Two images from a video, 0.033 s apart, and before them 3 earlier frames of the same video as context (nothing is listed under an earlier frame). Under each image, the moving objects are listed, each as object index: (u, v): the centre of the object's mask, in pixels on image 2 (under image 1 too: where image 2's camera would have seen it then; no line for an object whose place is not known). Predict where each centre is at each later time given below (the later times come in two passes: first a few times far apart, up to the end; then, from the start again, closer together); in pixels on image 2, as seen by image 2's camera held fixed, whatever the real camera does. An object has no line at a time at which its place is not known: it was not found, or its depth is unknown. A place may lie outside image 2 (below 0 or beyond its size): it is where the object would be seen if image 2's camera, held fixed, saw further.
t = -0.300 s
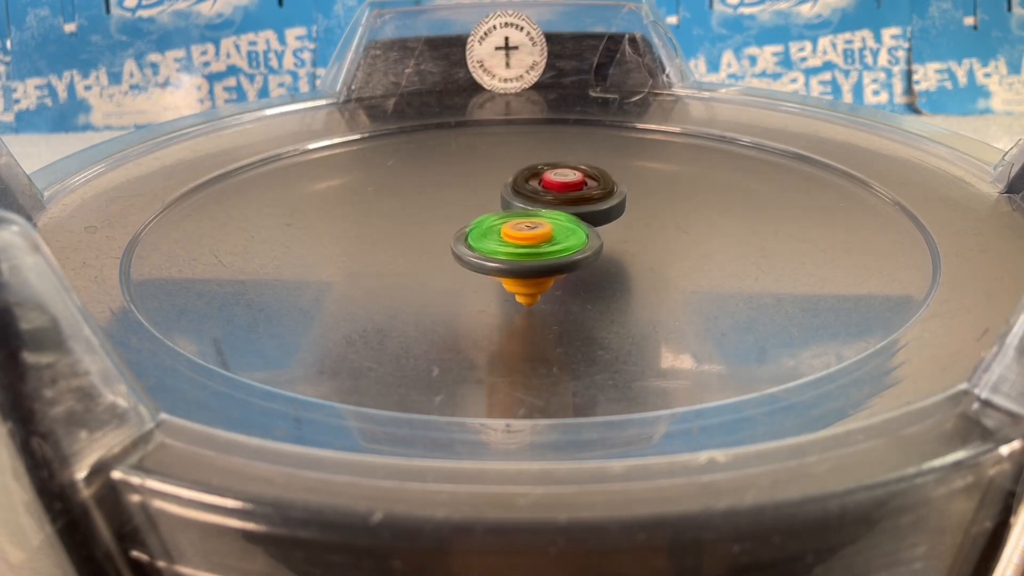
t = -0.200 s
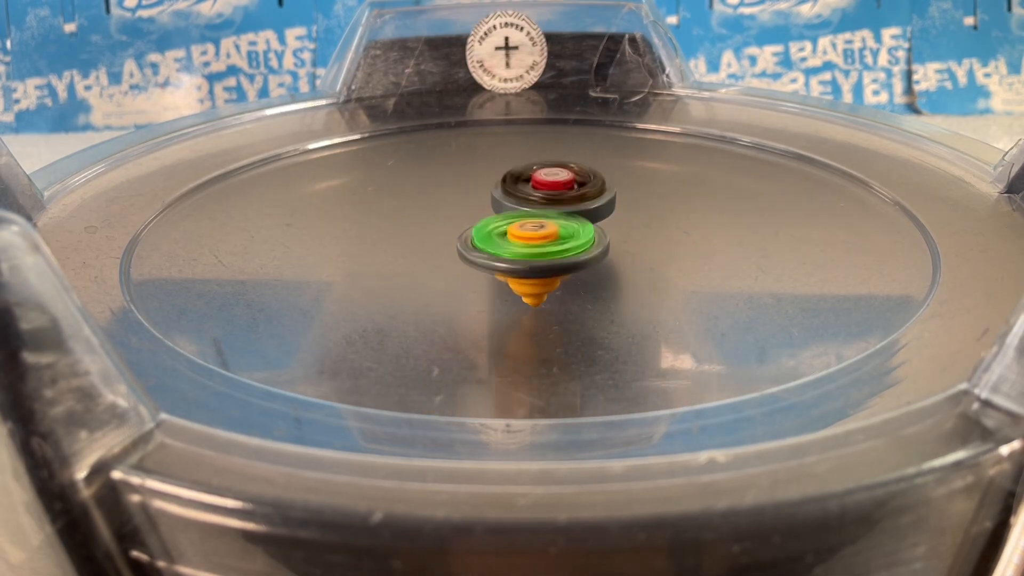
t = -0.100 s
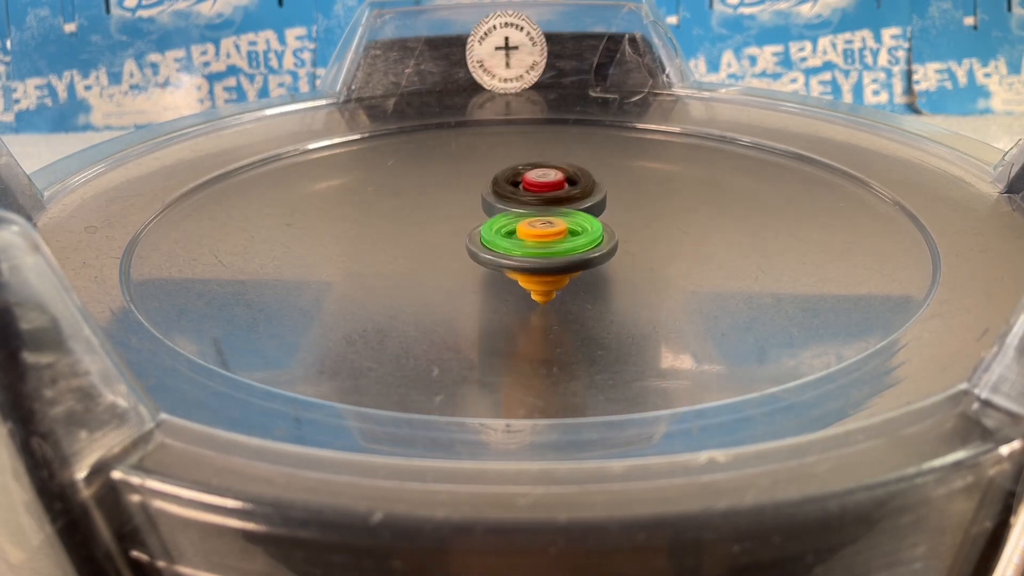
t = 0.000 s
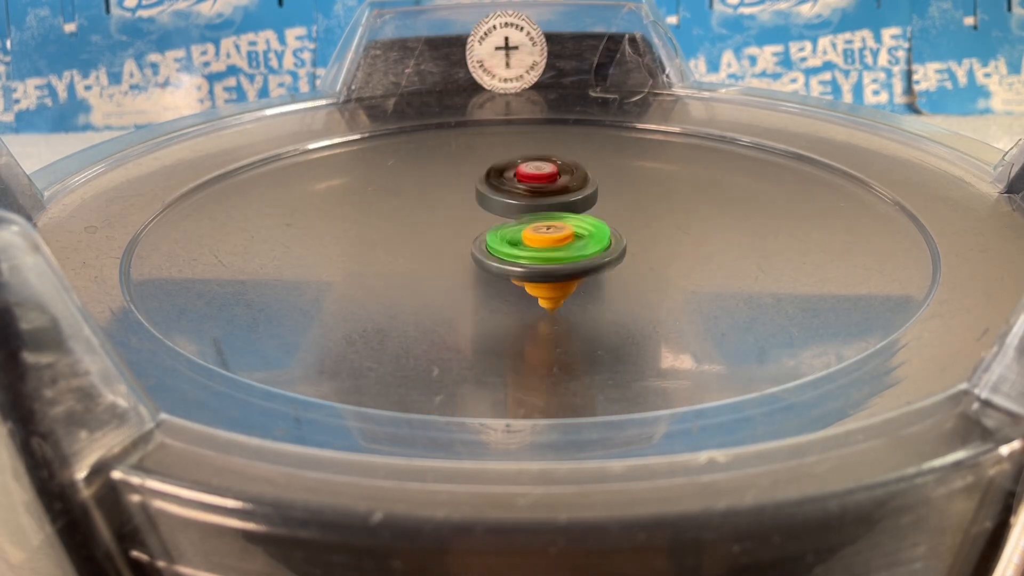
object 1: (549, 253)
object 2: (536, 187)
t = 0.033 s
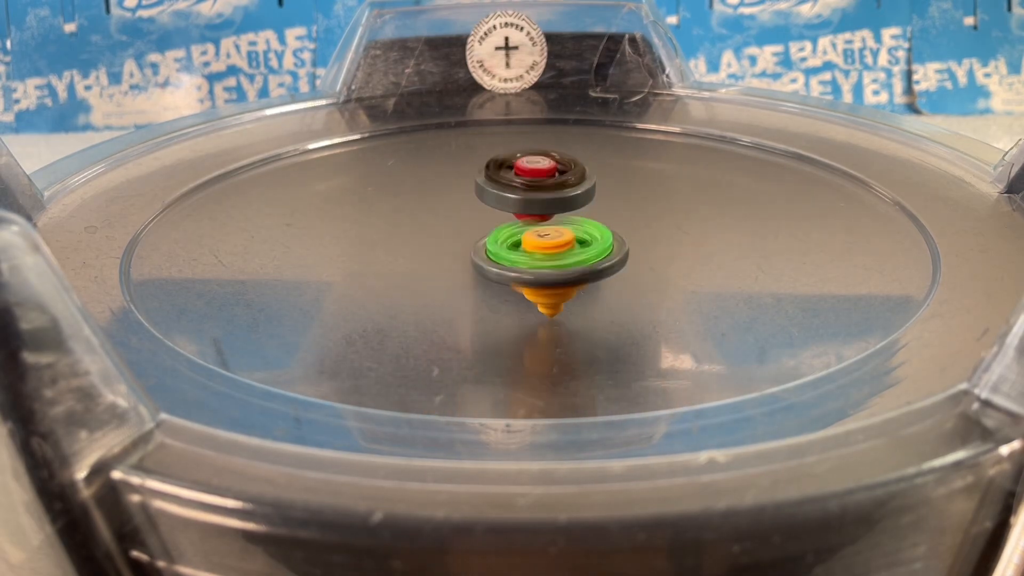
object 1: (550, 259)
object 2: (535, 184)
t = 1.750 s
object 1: (640, 244)
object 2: (371, 225)
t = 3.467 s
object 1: (543, 214)
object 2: (590, 278)
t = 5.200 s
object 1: (503, 230)
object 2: (639, 210)
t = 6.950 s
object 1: (500, 258)
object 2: (578, 171)
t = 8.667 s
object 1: (554, 243)
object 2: (409, 224)
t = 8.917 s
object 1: (669, 236)
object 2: (328, 218)
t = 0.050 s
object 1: (551, 260)
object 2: (534, 183)
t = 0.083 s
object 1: (552, 263)
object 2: (531, 183)
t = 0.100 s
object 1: (551, 263)
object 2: (530, 183)
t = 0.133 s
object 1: (550, 264)
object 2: (526, 183)
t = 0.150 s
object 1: (550, 264)
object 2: (524, 183)
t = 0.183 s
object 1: (550, 262)
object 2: (522, 183)
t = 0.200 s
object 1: (549, 261)
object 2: (519, 183)
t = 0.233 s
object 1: (550, 260)
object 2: (517, 185)
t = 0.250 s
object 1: (550, 259)
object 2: (515, 185)
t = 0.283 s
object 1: (550, 256)
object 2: (513, 186)
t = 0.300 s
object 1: (549, 255)
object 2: (512, 186)
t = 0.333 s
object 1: (550, 253)
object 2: (509, 187)
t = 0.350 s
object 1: (551, 251)
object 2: (508, 187)
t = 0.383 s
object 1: (549, 249)
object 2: (505, 188)
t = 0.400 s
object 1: (549, 248)
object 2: (504, 188)
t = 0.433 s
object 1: (550, 245)
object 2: (501, 189)
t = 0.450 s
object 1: (549, 244)
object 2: (500, 190)
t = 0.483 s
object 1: (548, 242)
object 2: (497, 191)
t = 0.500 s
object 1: (550, 242)
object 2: (496, 191)
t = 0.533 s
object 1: (553, 245)
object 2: (494, 191)
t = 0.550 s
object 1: (554, 246)
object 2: (493, 191)
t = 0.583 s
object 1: (556, 248)
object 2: (492, 193)
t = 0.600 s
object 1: (557, 248)
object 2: (491, 194)
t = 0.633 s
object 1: (556, 249)
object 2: (488, 196)
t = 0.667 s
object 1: (555, 249)
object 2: (487, 198)
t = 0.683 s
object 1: (555, 249)
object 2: (485, 198)
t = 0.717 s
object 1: (552, 249)
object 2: (483, 200)
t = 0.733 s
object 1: (552, 248)
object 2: (482, 201)
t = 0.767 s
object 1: (554, 248)
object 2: (480, 201)
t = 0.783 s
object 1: (558, 252)
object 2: (478, 200)
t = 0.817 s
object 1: (568, 258)
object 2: (472, 196)
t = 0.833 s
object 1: (571, 260)
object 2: (470, 194)
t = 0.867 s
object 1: (574, 263)
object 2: (467, 193)
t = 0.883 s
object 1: (576, 264)
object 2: (465, 194)
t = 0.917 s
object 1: (577, 264)
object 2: (462, 195)
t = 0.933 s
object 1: (576, 264)
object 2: (461, 196)
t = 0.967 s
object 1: (575, 264)
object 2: (458, 198)
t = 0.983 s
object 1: (573, 262)
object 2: (456, 199)
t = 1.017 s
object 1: (570, 260)
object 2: (454, 201)
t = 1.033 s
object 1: (568, 259)
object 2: (453, 202)
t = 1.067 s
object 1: (566, 255)
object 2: (451, 204)
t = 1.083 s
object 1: (564, 254)
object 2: (450, 205)
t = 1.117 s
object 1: (561, 251)
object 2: (449, 207)
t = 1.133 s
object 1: (560, 249)
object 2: (448, 209)
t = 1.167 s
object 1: (557, 246)
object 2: (445, 211)
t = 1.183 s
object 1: (555, 245)
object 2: (444, 212)
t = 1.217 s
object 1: (558, 243)
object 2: (441, 213)
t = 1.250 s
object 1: (566, 244)
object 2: (436, 213)
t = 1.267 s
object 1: (571, 244)
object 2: (434, 213)
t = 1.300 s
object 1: (576, 244)
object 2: (433, 215)
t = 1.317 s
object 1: (577, 244)
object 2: (432, 216)
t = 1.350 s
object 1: (581, 244)
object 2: (431, 218)
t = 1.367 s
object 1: (580, 244)
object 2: (431, 219)
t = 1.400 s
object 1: (579, 244)
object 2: (431, 221)
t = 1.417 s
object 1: (579, 244)
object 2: (431, 223)
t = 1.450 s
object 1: (576, 243)
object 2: (431, 225)
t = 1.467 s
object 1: (574, 243)
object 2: (431, 226)
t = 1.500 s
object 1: (571, 242)
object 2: (432, 228)
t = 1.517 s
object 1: (568, 242)
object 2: (432, 229)
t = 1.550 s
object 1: (589, 243)
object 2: (413, 226)
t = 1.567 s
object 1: (604, 244)
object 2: (401, 224)
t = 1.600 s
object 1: (627, 245)
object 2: (385, 220)
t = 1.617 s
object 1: (635, 245)
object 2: (381, 219)
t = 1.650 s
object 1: (647, 245)
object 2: (376, 219)
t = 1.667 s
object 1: (649, 245)
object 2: (375, 220)
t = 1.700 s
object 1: (649, 245)
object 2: (373, 222)
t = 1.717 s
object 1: (646, 245)
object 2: (372, 223)
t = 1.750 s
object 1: (640, 244)
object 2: (371, 225)
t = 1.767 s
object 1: (637, 244)
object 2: (371, 225)
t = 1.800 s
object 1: (629, 243)
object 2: (371, 227)
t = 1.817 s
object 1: (624, 242)
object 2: (371, 228)
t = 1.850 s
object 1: (616, 241)
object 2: (372, 230)
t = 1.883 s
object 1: (605, 240)
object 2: (373, 232)
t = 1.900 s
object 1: (601, 240)
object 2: (374, 233)
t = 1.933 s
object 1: (590, 238)
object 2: (376, 234)
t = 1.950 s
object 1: (585, 237)
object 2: (378, 236)
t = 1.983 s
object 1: (575, 236)
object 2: (381, 237)
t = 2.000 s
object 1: (570, 235)
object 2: (383, 238)
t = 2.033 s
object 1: (561, 234)
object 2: (387, 240)
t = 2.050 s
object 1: (557, 232)
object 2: (389, 241)
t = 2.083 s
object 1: (549, 231)
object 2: (394, 242)
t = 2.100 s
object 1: (546, 231)
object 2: (396, 243)
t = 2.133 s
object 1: (541, 228)
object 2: (402, 245)
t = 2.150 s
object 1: (543, 228)
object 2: (399, 246)
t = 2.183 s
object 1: (562, 223)
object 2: (385, 247)
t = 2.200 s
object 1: (569, 221)
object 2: (382, 248)
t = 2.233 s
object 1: (582, 219)
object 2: (383, 249)
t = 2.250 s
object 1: (586, 217)
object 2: (385, 250)
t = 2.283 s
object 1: (592, 217)
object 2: (390, 252)
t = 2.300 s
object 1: (595, 217)
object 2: (392, 253)
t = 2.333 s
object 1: (596, 217)
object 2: (397, 254)
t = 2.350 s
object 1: (595, 218)
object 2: (400, 255)
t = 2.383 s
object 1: (593, 219)
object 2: (405, 257)
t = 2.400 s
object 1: (591, 220)
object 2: (409, 258)
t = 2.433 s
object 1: (586, 222)
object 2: (415, 259)
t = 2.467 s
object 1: (578, 223)
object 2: (421, 261)
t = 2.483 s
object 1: (574, 224)
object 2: (425, 261)
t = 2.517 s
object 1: (566, 226)
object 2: (432, 263)
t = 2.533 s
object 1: (563, 226)
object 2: (436, 263)
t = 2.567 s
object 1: (559, 227)
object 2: (443, 264)
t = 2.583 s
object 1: (562, 224)
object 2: (435, 267)
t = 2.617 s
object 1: (578, 218)
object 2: (419, 271)
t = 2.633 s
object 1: (585, 215)
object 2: (415, 273)
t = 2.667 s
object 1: (594, 211)
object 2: (413, 275)
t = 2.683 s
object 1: (599, 209)
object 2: (415, 276)
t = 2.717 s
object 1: (602, 208)
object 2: (422, 278)
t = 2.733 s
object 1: (603, 208)
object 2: (426, 278)
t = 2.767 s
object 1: (601, 207)
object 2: (434, 279)
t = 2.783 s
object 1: (600, 208)
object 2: (437, 280)
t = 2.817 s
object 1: (595, 209)
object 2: (445, 281)
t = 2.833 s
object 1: (592, 210)
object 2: (450, 281)
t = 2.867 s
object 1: (586, 211)
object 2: (458, 282)
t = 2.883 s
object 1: (582, 212)
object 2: (462, 282)
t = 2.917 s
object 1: (574, 214)
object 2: (471, 283)
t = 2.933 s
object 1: (571, 215)
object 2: (474, 283)
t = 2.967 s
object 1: (563, 216)
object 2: (482, 284)
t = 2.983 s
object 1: (561, 216)
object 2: (486, 284)
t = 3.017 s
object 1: (555, 215)
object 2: (495, 284)
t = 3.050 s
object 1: (550, 215)
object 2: (503, 284)
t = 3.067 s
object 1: (546, 215)
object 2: (507, 284)
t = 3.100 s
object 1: (543, 215)
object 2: (515, 283)
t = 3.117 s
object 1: (541, 215)
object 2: (518, 283)
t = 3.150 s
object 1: (537, 215)
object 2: (526, 282)
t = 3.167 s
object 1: (537, 216)
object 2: (530, 282)
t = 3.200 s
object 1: (534, 215)
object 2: (537, 281)
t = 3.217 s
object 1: (533, 216)
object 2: (541, 281)
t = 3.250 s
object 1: (534, 214)
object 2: (547, 284)
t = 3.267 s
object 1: (533, 213)
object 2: (551, 284)
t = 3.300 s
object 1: (534, 211)
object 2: (557, 283)
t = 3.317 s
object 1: (535, 211)
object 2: (561, 283)
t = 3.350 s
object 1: (536, 211)
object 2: (568, 282)
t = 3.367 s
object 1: (537, 210)
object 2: (572, 281)
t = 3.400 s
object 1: (539, 211)
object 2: (578, 280)
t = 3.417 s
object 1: (540, 212)
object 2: (581, 280)
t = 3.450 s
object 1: (541, 213)
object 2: (587, 278)
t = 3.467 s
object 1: (543, 214)
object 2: (590, 278)
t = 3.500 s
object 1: (543, 215)
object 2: (596, 277)
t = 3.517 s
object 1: (545, 216)
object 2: (599, 276)
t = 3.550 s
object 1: (543, 217)
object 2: (604, 275)
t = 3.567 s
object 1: (542, 217)
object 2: (611, 278)
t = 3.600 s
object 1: (538, 215)
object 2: (620, 280)
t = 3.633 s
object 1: (536, 212)
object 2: (627, 280)
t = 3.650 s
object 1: (533, 211)
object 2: (630, 280)
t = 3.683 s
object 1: (533, 210)
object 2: (635, 278)
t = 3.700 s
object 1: (532, 209)
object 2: (638, 278)
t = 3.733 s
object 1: (531, 210)
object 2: (642, 277)
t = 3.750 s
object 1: (532, 210)
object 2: (643, 276)
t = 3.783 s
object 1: (531, 213)
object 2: (646, 275)
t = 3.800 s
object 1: (531, 213)
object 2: (647, 274)
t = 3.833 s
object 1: (531, 216)
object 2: (649, 273)
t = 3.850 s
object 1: (531, 218)
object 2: (650, 272)
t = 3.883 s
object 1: (530, 219)
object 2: (652, 271)
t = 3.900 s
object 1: (529, 221)
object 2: (652, 270)
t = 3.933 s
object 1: (530, 224)
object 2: (653, 268)
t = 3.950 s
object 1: (529, 225)
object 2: (653, 268)
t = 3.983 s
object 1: (527, 227)
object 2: (653, 266)
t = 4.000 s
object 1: (527, 229)
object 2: (653, 265)
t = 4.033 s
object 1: (525, 231)
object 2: (652, 264)
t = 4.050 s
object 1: (523, 232)
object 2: (651, 263)
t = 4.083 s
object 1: (520, 232)
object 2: (655, 262)
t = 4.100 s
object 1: (514, 231)
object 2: (661, 262)
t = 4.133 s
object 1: (504, 229)
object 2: (664, 261)
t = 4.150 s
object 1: (499, 227)
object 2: (664, 260)
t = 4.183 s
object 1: (494, 225)
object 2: (664, 258)
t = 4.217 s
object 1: (490, 223)
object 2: (663, 257)
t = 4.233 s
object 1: (490, 223)
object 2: (663, 256)
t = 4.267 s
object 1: (491, 222)
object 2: (662, 254)
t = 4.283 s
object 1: (492, 222)
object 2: (661, 253)
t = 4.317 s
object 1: (496, 222)
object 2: (659, 252)
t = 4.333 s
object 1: (498, 222)
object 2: (658, 251)
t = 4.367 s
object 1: (504, 223)
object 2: (656, 249)
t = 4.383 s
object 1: (507, 224)
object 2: (655, 248)
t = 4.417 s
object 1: (512, 225)
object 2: (652, 246)
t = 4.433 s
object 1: (514, 226)
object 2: (651, 245)
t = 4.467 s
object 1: (513, 226)
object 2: (652, 244)
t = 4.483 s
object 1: (512, 226)
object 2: (651, 243)
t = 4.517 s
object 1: (501, 224)
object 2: (662, 242)
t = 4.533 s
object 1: (495, 223)
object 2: (665, 241)
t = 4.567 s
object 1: (488, 221)
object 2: (665, 239)
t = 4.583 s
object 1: (484, 221)
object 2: (664, 238)
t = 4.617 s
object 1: (482, 220)
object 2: (663, 237)
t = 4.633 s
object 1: (480, 220)
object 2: (663, 236)
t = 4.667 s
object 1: (482, 220)
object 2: (661, 234)
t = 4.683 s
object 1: (482, 220)
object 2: (660, 233)
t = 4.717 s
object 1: (486, 221)
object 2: (659, 231)
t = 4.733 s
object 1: (488, 221)
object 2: (658, 230)
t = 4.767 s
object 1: (493, 224)
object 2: (655, 229)
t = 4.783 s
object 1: (495, 224)
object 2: (654, 228)
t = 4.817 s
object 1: (501, 227)
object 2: (651, 227)
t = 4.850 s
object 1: (506, 228)
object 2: (648, 225)
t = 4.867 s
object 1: (500, 229)
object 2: (654, 223)
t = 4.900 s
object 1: (490, 229)
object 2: (661, 221)
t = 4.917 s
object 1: (486, 229)
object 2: (661, 220)
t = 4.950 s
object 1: (481, 229)
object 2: (659, 219)
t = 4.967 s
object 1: (479, 230)
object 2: (658, 218)
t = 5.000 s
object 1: (477, 230)
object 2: (656, 216)
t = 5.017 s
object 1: (477, 230)
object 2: (655, 216)
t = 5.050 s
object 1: (479, 230)
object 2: (653, 215)
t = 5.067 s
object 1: (480, 230)
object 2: (652, 214)
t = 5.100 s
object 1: (485, 230)
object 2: (649, 213)
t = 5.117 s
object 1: (487, 230)
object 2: (647, 213)
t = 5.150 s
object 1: (493, 230)
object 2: (644, 212)
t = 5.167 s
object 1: (496, 230)
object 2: (642, 211)
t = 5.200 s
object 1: (503, 230)
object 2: (639, 210)
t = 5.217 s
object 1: (506, 231)
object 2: (638, 210)
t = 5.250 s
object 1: (474, 233)
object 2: (669, 202)
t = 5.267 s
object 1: (442, 235)
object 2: (697, 194)
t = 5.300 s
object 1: (384, 234)
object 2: (746, 179)
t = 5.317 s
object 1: (358, 235)
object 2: (766, 172)
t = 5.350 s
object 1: (314, 232)
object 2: (794, 159)
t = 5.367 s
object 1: (296, 231)
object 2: (803, 154)
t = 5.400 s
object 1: (269, 229)
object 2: (811, 146)
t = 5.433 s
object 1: (257, 228)
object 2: (810, 139)
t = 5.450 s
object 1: (254, 229)
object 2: (807, 136)
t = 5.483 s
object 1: (258, 230)
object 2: (801, 133)
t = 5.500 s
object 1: (264, 233)
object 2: (796, 131)
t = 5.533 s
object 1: (278, 236)
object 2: (785, 132)
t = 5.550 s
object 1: (288, 238)
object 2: (780, 132)
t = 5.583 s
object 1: (308, 241)
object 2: (768, 135)
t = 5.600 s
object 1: (320, 242)
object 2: (762, 136)
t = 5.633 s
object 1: (343, 245)
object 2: (750, 141)
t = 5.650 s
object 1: (357, 245)
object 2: (743, 143)
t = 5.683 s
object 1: (382, 247)
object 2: (728, 149)
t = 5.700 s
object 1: (394, 246)
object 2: (721, 152)
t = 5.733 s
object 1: (417, 247)
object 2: (707, 158)
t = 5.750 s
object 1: (428, 247)
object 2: (699, 162)
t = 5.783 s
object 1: (448, 245)
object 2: (684, 169)
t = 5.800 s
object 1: (456, 244)
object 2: (677, 172)
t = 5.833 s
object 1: (473, 242)
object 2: (663, 178)
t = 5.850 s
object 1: (480, 241)
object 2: (656, 181)
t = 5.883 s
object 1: (493, 239)
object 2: (642, 188)
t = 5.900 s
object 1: (498, 238)
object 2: (635, 191)
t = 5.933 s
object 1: (508, 235)
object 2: (620, 198)
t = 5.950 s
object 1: (510, 235)
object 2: (616, 200)
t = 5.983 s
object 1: (496, 237)
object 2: (615, 201)
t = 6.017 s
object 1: (484, 239)
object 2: (611, 202)
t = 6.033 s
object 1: (479, 239)
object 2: (608, 204)
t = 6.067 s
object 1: (474, 240)
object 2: (602, 206)
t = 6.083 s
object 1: (473, 241)
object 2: (599, 207)
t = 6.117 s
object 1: (473, 240)
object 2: (592, 209)
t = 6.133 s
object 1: (474, 241)
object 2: (589, 211)
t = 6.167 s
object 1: (467, 241)
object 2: (585, 212)
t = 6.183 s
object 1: (465, 242)
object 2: (583, 212)
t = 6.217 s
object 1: (461, 243)
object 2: (579, 213)
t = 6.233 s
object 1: (460, 242)
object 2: (577, 214)
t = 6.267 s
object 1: (461, 243)
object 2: (573, 215)
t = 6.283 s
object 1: (453, 244)
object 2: (575, 214)
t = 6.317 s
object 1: (423, 248)
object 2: (594, 206)
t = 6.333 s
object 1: (410, 249)
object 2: (603, 202)
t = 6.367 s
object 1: (392, 252)
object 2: (615, 197)
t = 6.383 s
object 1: (385, 253)
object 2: (619, 195)
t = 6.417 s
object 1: (378, 254)
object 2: (622, 194)
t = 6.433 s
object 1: (377, 255)
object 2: (621, 193)
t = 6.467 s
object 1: (378, 255)
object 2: (616, 193)
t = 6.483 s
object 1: (381, 255)
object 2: (614, 193)
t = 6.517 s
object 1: (390, 255)
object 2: (609, 193)
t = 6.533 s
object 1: (395, 254)
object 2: (608, 192)
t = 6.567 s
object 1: (407, 254)
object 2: (603, 192)
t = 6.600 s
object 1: (421, 255)
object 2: (598, 192)
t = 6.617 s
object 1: (428, 253)
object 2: (596, 192)
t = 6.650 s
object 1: (443, 252)
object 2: (592, 192)
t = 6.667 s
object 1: (449, 251)
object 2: (589, 192)
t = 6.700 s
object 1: (464, 249)
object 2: (585, 192)
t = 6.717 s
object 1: (471, 248)
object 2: (583, 193)
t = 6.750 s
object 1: (483, 245)
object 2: (578, 193)
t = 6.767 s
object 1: (490, 245)
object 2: (577, 193)
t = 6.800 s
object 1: (501, 242)
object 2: (574, 191)
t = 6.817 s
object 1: (507, 241)
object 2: (573, 189)
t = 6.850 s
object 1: (516, 240)
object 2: (568, 188)
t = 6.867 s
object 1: (516, 241)
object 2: (569, 186)
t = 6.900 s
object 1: (509, 249)
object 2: (574, 181)
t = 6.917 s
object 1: (505, 253)
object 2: (576, 176)
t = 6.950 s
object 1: (500, 258)
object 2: (578, 171)
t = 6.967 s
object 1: (498, 259)
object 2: (577, 170)
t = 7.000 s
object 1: (496, 262)
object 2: (574, 168)
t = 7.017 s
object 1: (496, 262)
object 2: (572, 168)
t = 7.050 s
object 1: (495, 263)
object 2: (568, 168)
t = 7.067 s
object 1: (495, 262)
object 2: (566, 168)
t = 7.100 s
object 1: (497, 261)
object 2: (562, 169)
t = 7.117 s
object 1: (497, 259)
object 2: (560, 168)
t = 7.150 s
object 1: (499, 257)
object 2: (556, 169)
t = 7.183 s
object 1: (504, 254)
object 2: (552, 169)
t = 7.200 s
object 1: (505, 252)
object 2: (551, 170)
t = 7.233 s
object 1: (509, 249)
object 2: (547, 171)
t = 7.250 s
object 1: (511, 248)
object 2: (546, 172)
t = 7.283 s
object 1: (515, 245)
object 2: (543, 172)
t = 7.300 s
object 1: (518, 244)
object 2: (541, 172)
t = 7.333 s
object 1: (523, 242)
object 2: (538, 174)
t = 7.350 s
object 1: (526, 239)
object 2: (537, 172)
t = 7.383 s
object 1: (532, 237)
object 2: (533, 173)
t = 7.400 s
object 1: (533, 236)
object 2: (532, 174)
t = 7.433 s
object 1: (538, 234)
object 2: (529, 175)
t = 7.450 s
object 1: (540, 234)
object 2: (527, 175)
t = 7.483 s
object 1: (544, 232)
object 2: (522, 177)
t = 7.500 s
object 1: (546, 232)
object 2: (519, 178)
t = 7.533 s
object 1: (547, 232)
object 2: (517, 179)
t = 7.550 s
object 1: (549, 233)
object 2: (512, 179)
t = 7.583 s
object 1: (552, 237)
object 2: (509, 180)
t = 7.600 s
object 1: (552, 239)
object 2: (507, 181)
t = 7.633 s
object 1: (554, 242)
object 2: (503, 184)
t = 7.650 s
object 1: (553, 243)
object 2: (500, 185)
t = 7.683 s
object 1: (553, 244)
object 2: (495, 187)
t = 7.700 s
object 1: (553, 244)
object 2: (493, 188)
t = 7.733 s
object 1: (550, 245)
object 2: (489, 191)
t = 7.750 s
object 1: (548, 245)
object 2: (486, 192)
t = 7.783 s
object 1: (545, 244)
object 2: (480, 195)
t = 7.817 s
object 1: (542, 243)
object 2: (475, 198)
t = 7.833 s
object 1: (543, 245)
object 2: (473, 198)
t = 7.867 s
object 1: (552, 253)
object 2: (466, 197)
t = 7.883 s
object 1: (557, 255)
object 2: (460, 195)
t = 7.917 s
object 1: (563, 260)
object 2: (451, 193)
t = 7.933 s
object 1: (566, 262)
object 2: (446, 193)
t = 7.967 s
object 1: (569, 264)
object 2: (439, 194)
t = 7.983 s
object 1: (570, 264)
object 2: (436, 195)
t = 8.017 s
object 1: (572, 264)
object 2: (432, 196)
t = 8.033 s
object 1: (573, 264)
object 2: (430, 197)
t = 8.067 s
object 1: (575, 263)
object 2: (427, 198)
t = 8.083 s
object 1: (577, 263)
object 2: (425, 199)
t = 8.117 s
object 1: (577, 263)
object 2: (422, 199)
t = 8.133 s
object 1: (577, 261)
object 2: (421, 200)
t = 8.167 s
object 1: (577, 261)
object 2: (418, 201)
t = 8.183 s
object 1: (576, 260)
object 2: (417, 202)
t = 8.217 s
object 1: (576, 259)
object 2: (415, 203)
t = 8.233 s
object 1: (576, 259)
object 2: (415, 204)
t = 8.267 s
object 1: (574, 258)
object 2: (413, 205)
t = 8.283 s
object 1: (574, 257)
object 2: (412, 206)
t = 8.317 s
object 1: (572, 256)
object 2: (412, 208)
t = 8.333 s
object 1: (570, 256)
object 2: (411, 208)
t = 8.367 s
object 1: (568, 254)
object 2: (410, 210)
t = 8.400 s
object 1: (566, 252)
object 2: (410, 211)
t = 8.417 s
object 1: (564, 252)
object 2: (410, 213)
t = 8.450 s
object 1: (561, 250)
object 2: (410, 214)
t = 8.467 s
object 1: (561, 249)
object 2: (411, 215)
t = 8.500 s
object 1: (558, 248)
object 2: (411, 217)
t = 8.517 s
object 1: (556, 246)
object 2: (412, 218)
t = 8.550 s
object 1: (553, 245)
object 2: (412, 220)
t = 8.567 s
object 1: (551, 245)
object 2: (413, 221)
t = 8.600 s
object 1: (547, 243)
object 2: (414, 223)
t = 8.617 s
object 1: (547, 243)
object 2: (414, 224)
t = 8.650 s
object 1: (553, 244)
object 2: (409, 224)
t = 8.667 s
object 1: (554, 243)
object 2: (409, 224)
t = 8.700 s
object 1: (553, 241)
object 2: (410, 227)
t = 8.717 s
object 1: (552, 241)
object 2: (410, 227)
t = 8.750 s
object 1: (551, 240)
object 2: (410, 229)
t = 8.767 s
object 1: (553, 240)
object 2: (409, 230)
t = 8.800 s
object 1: (592, 241)
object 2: (377, 223)
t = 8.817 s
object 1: (608, 241)
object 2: (364, 221)
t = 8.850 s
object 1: (635, 240)
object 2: (345, 217)
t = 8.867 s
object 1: (647, 239)
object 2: (338, 216)
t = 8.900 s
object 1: (663, 237)
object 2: (330, 217)
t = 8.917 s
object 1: (669, 236)
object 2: (328, 218)
